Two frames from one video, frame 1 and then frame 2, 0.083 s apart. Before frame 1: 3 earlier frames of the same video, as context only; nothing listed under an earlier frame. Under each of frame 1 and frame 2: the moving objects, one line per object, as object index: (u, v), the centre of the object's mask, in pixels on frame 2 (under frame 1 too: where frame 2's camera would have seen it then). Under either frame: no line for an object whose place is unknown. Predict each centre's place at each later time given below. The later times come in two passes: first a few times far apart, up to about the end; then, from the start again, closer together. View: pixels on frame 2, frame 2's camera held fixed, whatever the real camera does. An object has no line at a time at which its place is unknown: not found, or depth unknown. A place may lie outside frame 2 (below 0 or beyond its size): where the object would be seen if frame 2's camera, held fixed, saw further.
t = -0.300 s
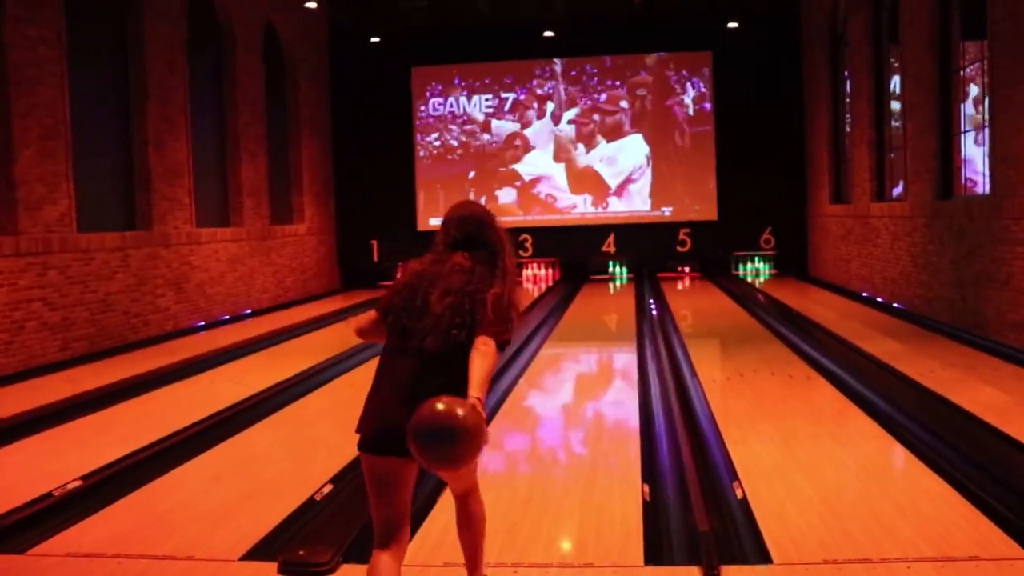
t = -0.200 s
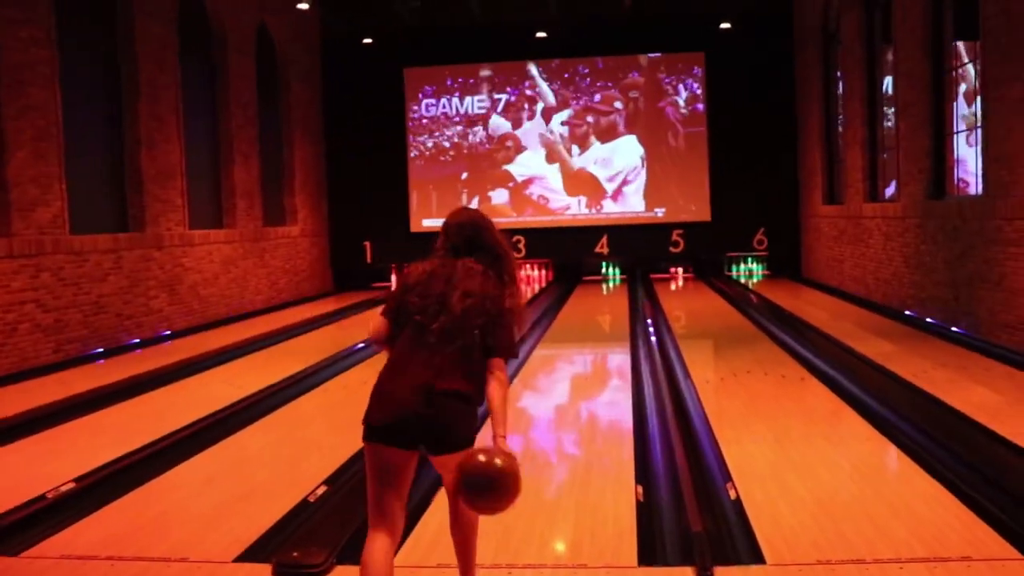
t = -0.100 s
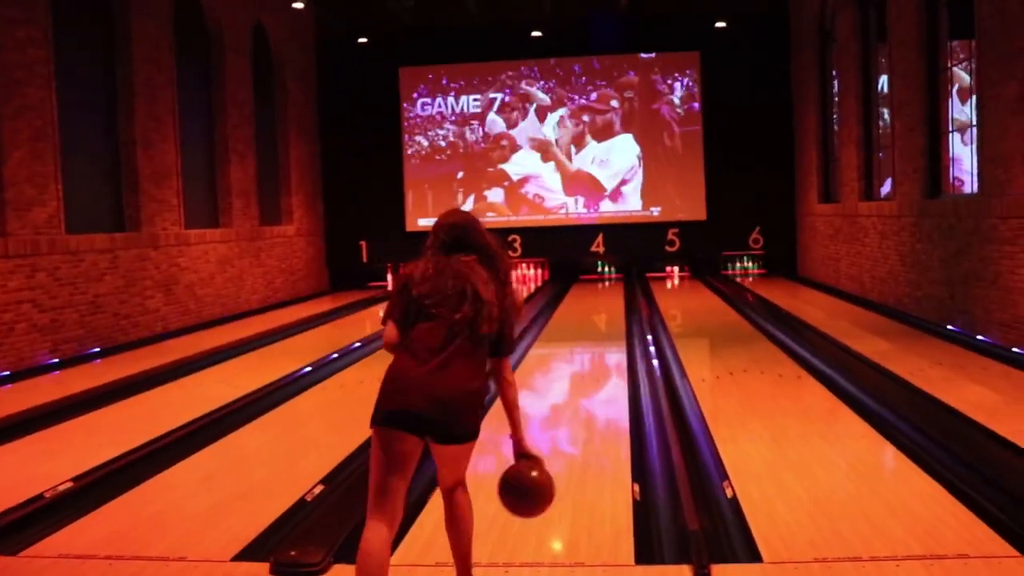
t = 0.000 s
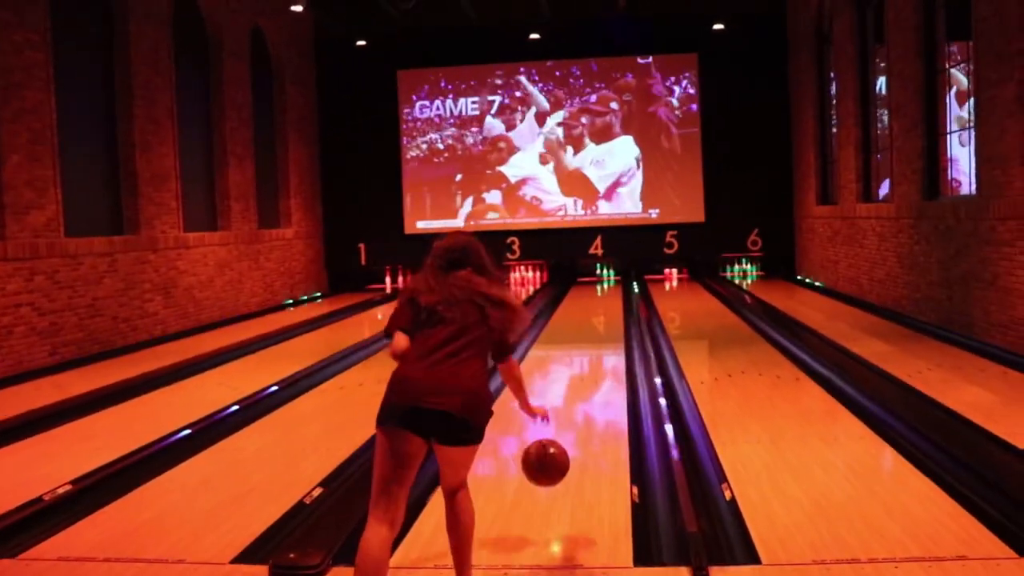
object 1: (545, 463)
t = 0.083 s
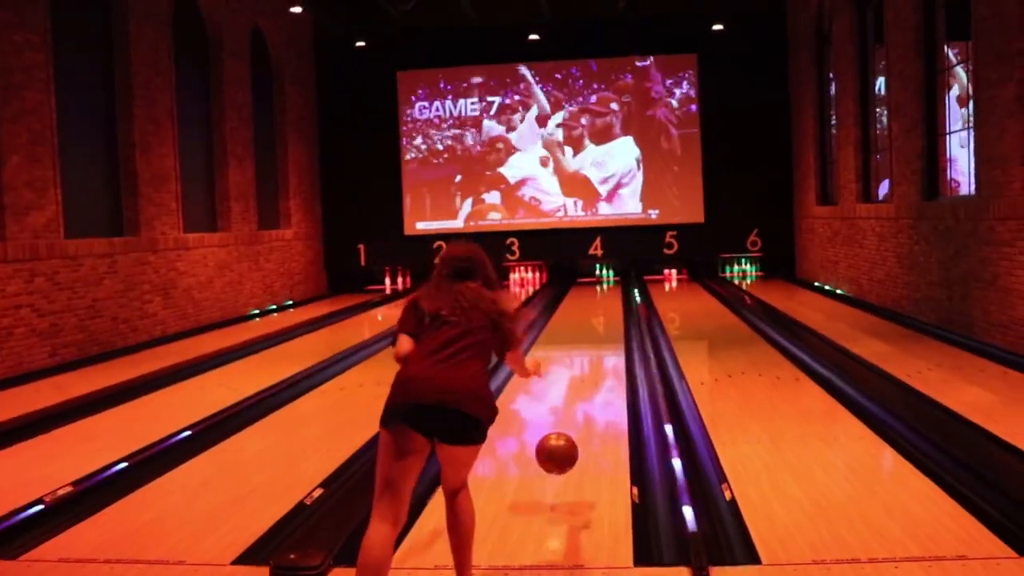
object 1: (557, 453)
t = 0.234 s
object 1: (571, 444)
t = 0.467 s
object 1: (585, 400)
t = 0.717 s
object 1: (594, 367)
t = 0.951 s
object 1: (600, 346)
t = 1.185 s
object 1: (604, 332)
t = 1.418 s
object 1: (608, 319)
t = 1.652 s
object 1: (610, 309)
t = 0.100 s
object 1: (559, 453)
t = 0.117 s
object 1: (561, 453)
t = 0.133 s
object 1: (562, 454)
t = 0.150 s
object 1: (564, 456)
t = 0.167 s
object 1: (566, 458)
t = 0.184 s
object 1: (567, 459)
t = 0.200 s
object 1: (569, 454)
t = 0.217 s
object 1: (570, 449)
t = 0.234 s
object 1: (571, 444)
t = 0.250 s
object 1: (572, 439)
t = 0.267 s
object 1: (574, 436)
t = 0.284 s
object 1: (575, 433)
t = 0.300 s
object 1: (576, 430)
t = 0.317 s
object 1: (577, 427)
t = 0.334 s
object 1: (578, 423)
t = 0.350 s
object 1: (579, 420)
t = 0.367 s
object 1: (580, 417)
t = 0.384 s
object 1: (581, 414)
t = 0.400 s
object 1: (582, 411)
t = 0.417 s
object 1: (583, 408)
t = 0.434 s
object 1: (583, 405)
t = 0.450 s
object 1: (584, 402)
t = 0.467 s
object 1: (585, 400)
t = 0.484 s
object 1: (586, 397)
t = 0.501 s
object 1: (587, 395)
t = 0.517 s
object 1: (587, 392)
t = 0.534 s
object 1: (588, 390)
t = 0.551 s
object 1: (589, 387)
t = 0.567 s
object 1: (589, 385)
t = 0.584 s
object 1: (590, 383)
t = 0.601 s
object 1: (590, 380)
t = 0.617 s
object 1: (591, 378)
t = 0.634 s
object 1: (592, 376)
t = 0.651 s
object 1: (592, 374)
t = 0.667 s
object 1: (593, 372)
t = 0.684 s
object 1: (593, 371)
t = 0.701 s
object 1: (594, 369)
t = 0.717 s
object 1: (594, 367)
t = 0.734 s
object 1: (595, 365)
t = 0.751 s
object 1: (595, 364)
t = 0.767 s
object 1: (596, 362)
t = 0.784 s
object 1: (596, 360)
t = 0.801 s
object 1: (596, 359)
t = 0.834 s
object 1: (598, 356)
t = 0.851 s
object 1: (598, 354)
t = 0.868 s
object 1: (598, 353)
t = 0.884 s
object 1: (599, 352)
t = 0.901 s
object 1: (599, 350)
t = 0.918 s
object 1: (599, 349)
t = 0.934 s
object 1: (600, 348)
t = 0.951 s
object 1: (600, 346)
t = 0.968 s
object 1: (600, 345)
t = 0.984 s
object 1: (601, 343)
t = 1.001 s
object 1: (601, 343)
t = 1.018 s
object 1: (601, 342)
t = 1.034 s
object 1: (602, 340)
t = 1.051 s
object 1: (602, 339)
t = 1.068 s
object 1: (602, 338)
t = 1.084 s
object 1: (603, 337)
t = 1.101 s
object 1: (603, 336)
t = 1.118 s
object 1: (604, 335)
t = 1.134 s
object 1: (604, 334)
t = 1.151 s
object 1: (604, 333)
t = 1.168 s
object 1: (604, 332)
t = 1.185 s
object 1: (604, 332)
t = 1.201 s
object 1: (605, 330)
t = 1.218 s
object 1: (605, 329)
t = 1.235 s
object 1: (605, 328)
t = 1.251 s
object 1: (606, 327)
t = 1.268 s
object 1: (606, 326)
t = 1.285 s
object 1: (606, 325)
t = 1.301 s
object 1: (606, 325)
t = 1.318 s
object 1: (606, 324)
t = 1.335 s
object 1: (607, 323)
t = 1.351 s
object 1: (607, 322)
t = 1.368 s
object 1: (607, 321)
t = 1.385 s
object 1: (608, 320)
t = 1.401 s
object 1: (608, 319)
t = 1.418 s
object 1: (608, 319)
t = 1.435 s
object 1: (608, 318)
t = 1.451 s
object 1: (608, 317)
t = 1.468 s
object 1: (608, 316)
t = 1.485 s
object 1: (609, 316)
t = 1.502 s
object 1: (609, 315)
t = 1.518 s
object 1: (609, 314)
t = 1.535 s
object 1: (609, 313)
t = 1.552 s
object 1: (609, 313)
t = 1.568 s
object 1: (609, 312)
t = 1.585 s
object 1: (609, 311)
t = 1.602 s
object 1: (609, 311)
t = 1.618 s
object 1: (610, 310)
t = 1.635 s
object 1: (610, 310)
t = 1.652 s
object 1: (610, 309)
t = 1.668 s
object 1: (610, 309)
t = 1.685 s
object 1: (610, 308)
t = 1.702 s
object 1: (610, 308)
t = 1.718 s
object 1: (611, 307)
